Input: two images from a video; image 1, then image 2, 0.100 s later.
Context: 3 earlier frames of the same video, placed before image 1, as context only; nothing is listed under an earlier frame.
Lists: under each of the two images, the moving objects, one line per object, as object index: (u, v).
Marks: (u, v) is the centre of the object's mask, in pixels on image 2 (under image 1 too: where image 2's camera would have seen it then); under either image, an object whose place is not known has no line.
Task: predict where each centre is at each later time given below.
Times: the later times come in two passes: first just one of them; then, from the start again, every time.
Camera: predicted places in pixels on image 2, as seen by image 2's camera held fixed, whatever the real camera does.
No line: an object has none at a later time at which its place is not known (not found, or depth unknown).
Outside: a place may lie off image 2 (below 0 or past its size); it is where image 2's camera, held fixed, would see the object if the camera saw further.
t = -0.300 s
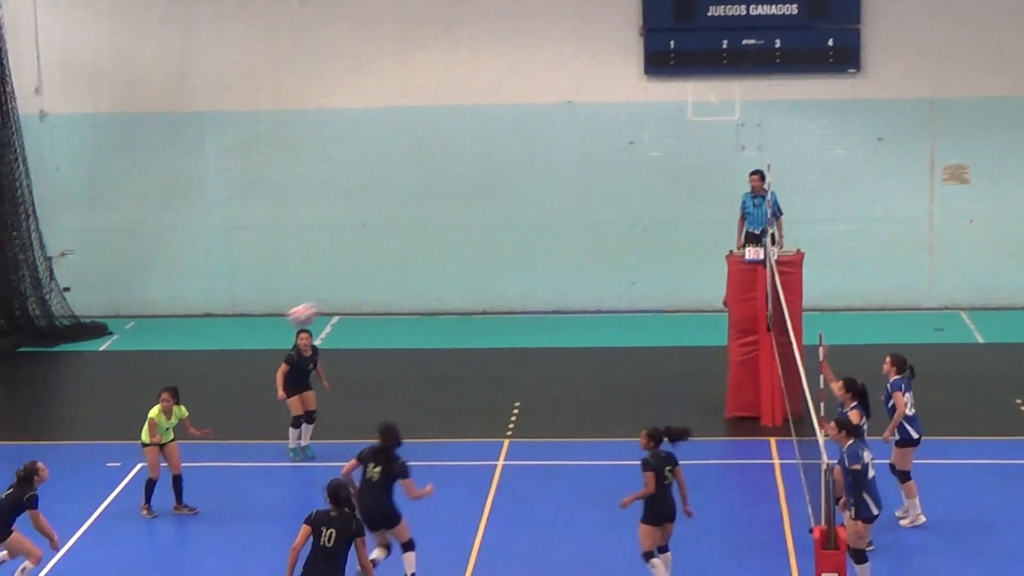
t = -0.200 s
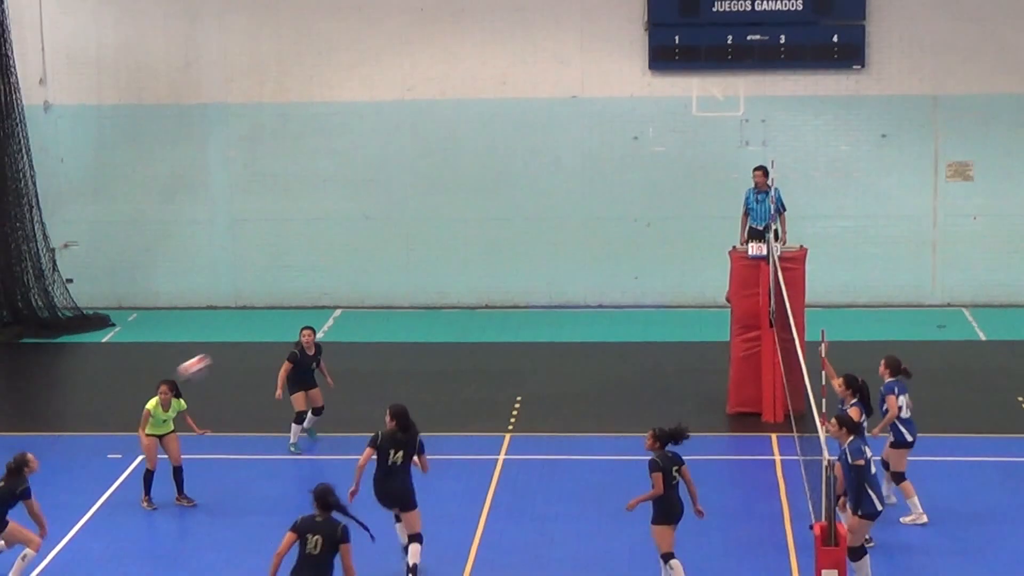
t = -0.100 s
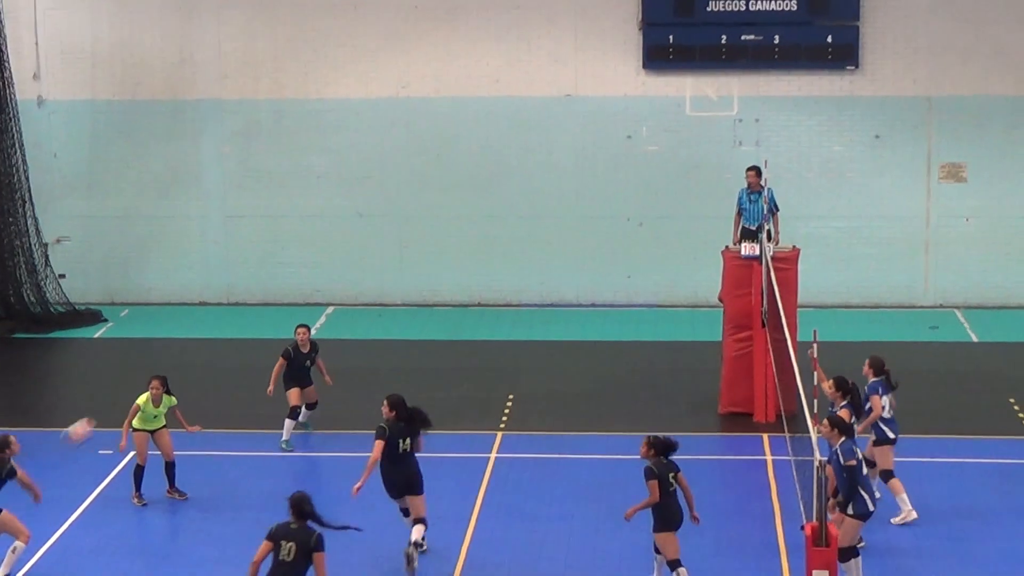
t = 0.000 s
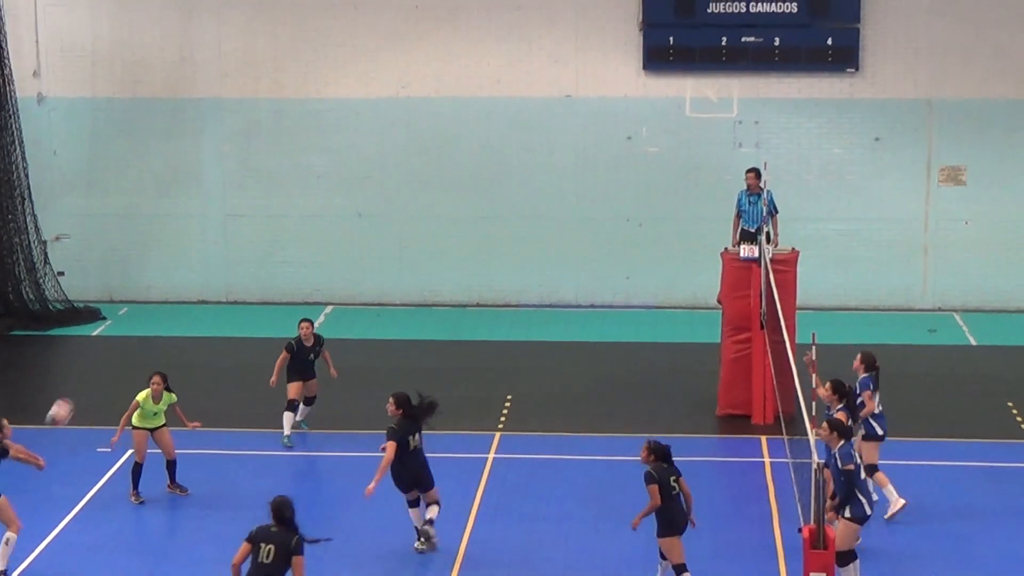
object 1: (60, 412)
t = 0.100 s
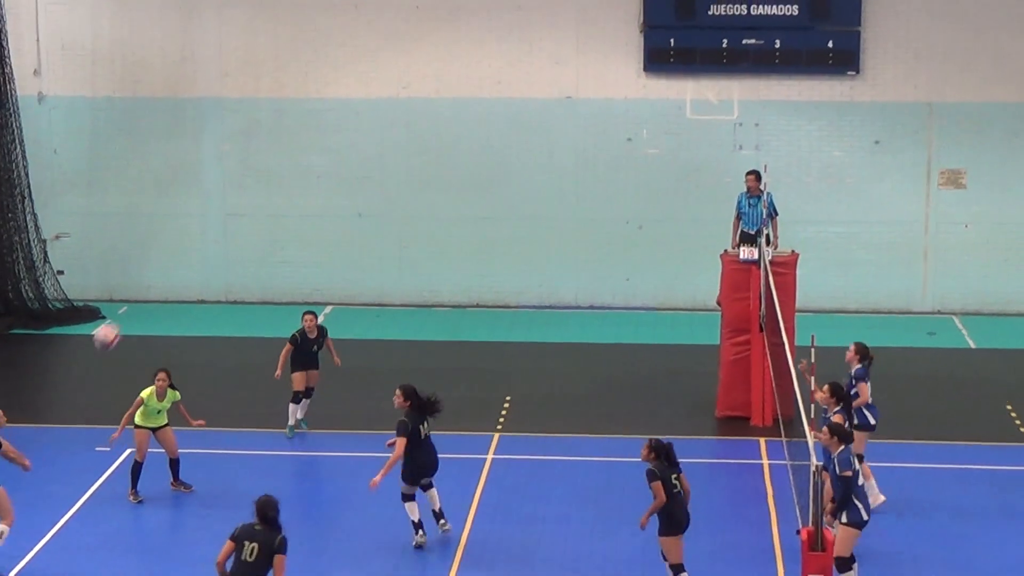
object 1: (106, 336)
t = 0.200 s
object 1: (157, 272)
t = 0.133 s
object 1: (124, 313)
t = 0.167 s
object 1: (140, 292)
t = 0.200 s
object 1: (157, 272)
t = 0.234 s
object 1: (174, 253)
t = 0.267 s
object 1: (191, 235)
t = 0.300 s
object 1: (207, 219)
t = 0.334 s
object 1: (223, 202)
